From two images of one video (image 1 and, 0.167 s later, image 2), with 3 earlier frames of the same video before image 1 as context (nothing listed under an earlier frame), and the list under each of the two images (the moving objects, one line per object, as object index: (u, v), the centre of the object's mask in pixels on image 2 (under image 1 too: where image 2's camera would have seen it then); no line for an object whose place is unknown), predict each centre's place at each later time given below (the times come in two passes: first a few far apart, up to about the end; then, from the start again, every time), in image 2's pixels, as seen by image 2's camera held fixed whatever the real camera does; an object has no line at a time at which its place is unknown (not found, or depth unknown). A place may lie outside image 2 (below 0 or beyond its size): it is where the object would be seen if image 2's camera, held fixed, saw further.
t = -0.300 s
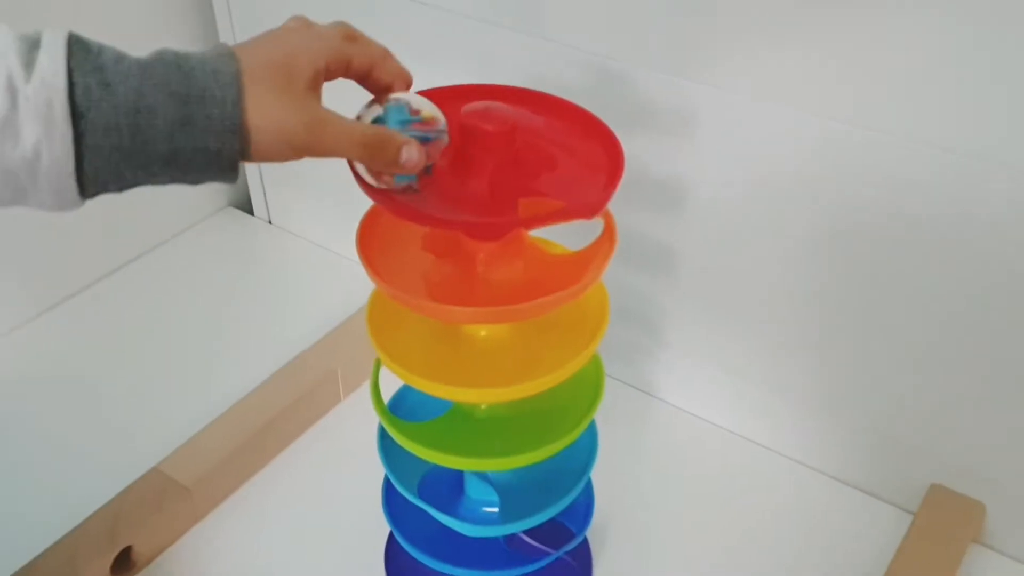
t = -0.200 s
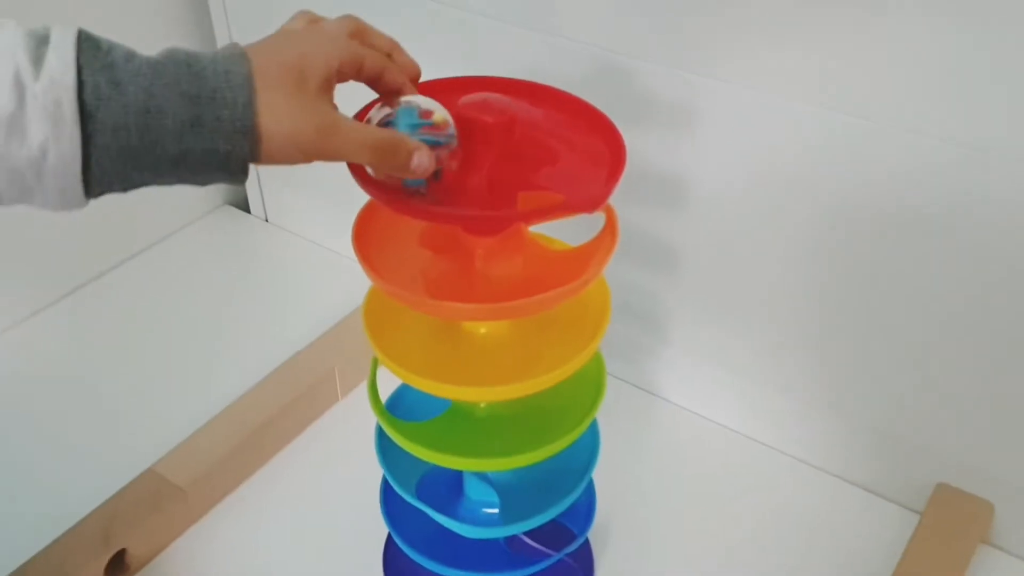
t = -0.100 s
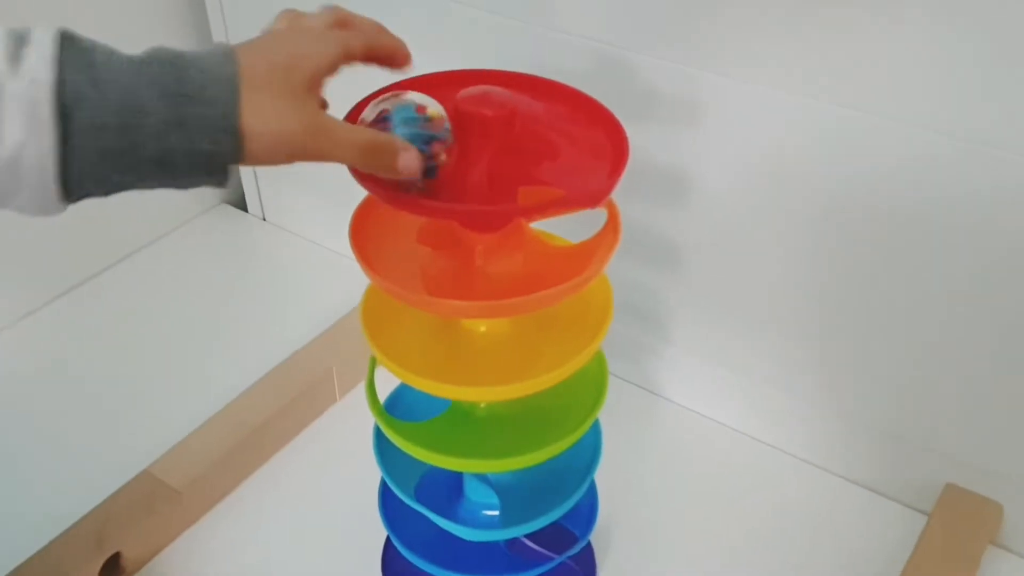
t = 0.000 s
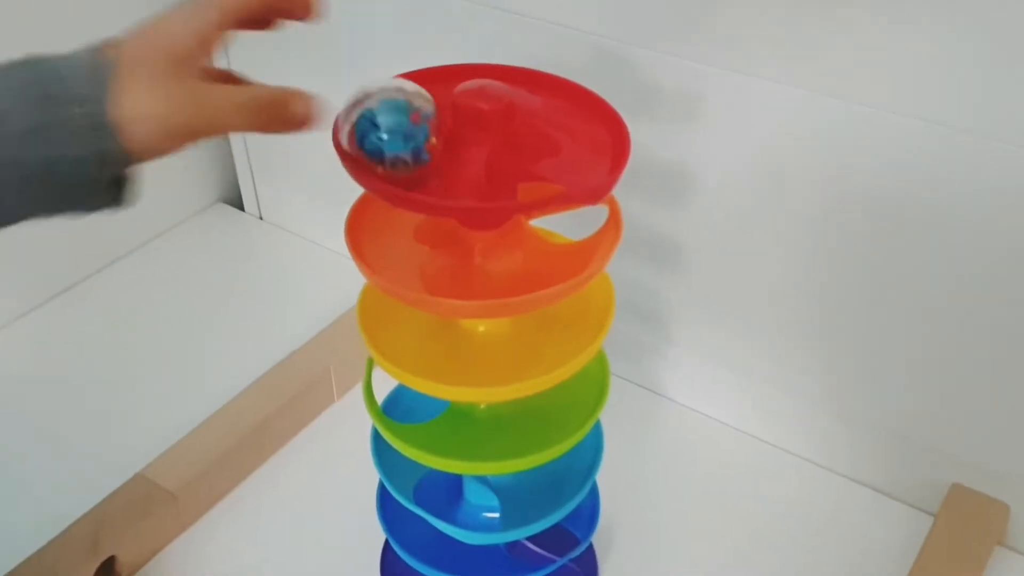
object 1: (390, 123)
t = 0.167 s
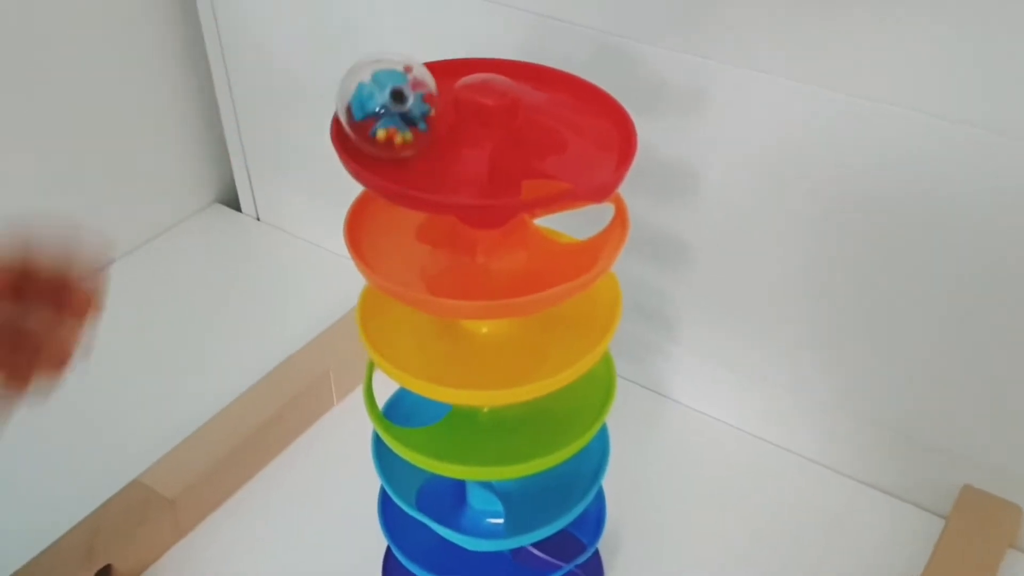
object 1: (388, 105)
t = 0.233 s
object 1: (397, 93)
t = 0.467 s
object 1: (448, 65)
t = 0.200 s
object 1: (390, 100)
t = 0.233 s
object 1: (397, 93)
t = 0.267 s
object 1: (402, 88)
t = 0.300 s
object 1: (408, 84)
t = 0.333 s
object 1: (414, 81)
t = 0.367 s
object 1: (421, 78)
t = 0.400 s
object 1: (428, 74)
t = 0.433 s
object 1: (438, 70)
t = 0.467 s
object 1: (448, 65)
